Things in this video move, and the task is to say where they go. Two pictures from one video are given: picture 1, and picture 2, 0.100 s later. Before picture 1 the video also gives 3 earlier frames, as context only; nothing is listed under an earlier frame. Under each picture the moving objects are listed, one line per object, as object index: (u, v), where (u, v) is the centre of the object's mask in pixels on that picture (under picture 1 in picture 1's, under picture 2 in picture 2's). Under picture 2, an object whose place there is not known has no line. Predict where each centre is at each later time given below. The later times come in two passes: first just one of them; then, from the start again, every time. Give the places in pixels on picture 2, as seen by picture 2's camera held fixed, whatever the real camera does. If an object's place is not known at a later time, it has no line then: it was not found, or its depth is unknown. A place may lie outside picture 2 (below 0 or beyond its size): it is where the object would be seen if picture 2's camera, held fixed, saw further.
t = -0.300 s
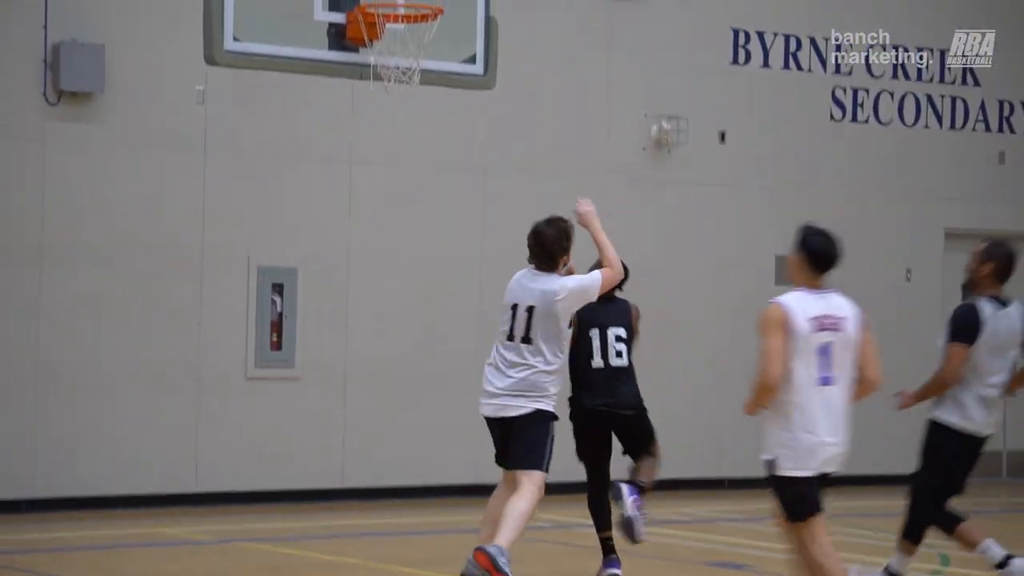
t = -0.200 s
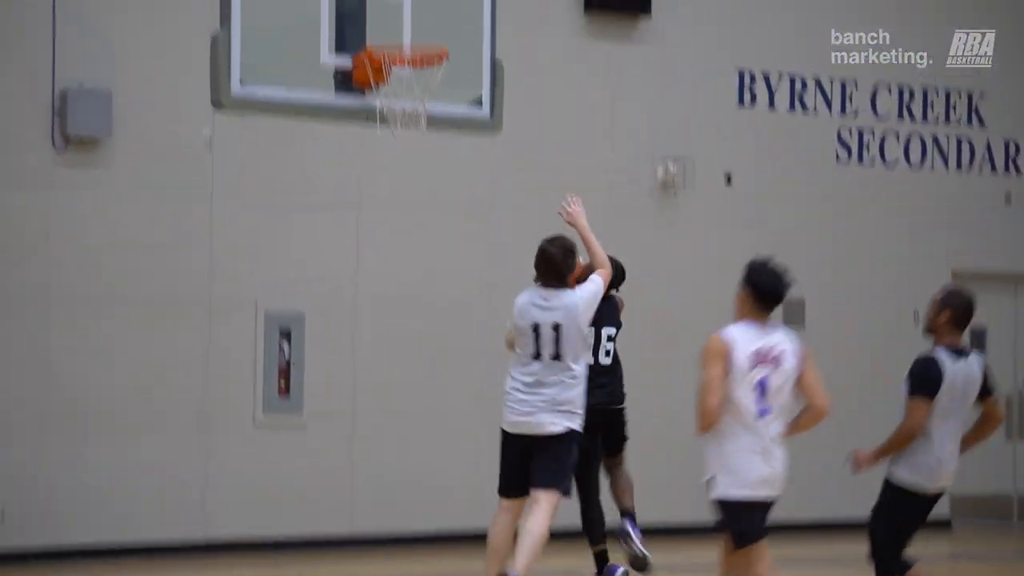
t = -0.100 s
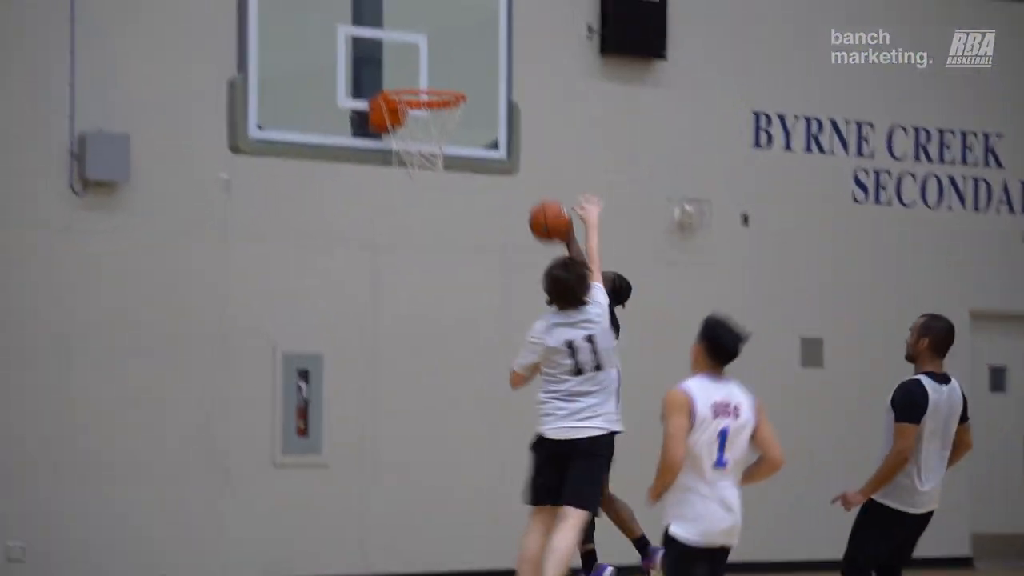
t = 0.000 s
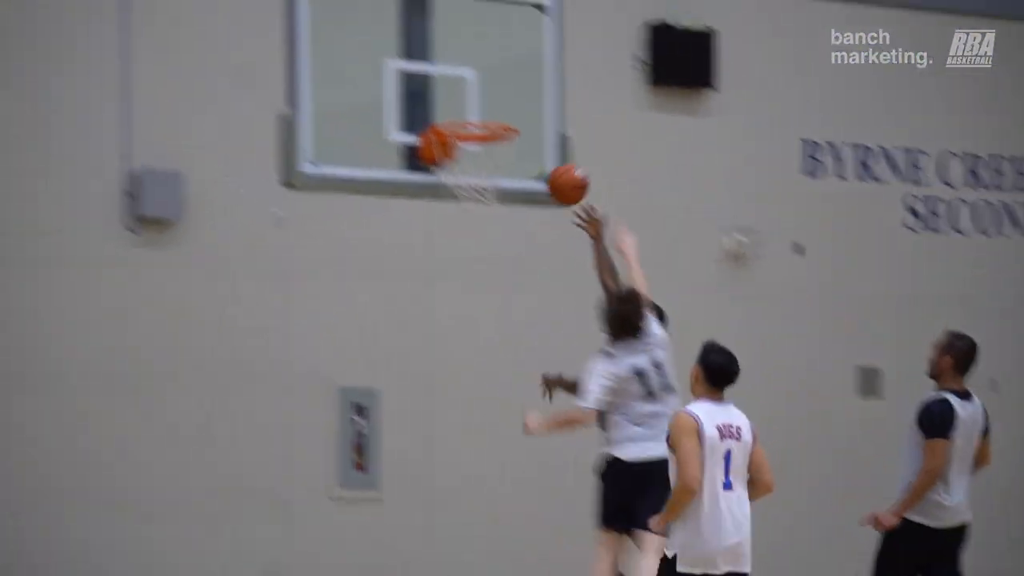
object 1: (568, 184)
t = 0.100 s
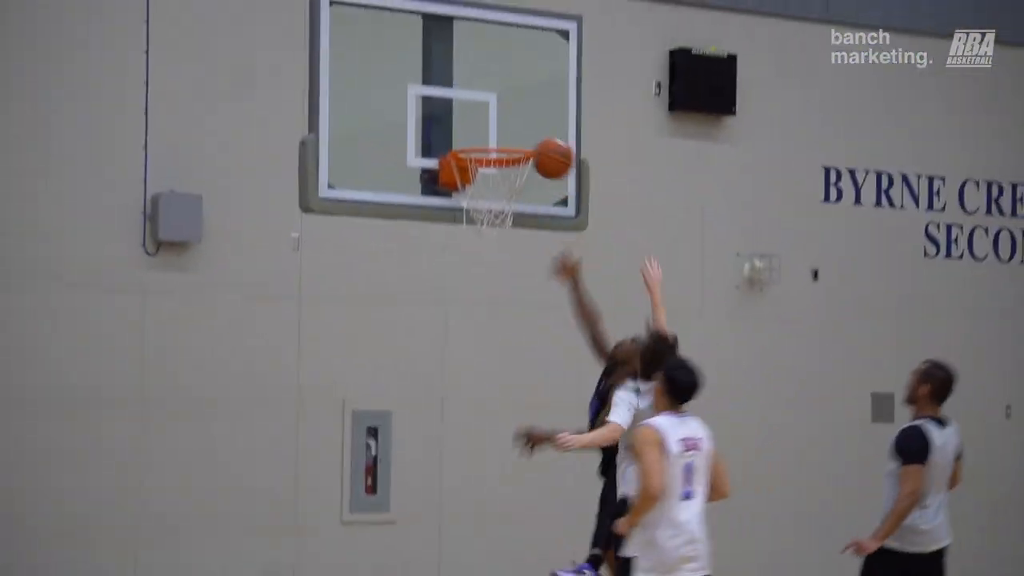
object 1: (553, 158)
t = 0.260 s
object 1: (524, 118)
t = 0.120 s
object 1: (547, 150)
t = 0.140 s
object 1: (541, 142)
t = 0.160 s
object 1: (534, 135)
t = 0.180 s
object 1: (531, 131)
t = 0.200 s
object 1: (529, 127)
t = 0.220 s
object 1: (528, 124)
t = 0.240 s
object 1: (526, 120)
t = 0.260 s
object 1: (524, 118)
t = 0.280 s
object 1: (523, 116)
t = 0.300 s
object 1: (521, 115)
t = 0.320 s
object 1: (519, 115)
